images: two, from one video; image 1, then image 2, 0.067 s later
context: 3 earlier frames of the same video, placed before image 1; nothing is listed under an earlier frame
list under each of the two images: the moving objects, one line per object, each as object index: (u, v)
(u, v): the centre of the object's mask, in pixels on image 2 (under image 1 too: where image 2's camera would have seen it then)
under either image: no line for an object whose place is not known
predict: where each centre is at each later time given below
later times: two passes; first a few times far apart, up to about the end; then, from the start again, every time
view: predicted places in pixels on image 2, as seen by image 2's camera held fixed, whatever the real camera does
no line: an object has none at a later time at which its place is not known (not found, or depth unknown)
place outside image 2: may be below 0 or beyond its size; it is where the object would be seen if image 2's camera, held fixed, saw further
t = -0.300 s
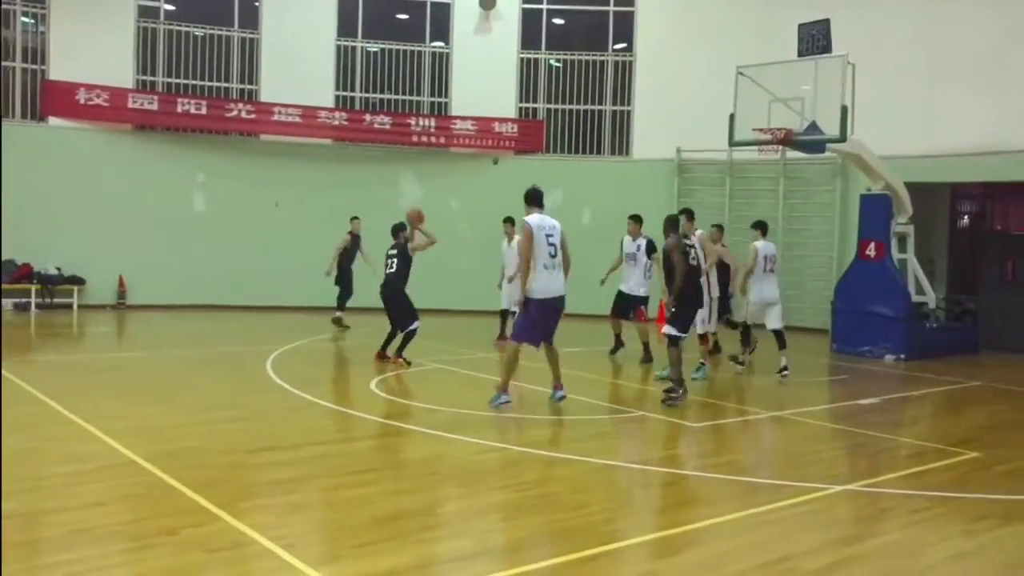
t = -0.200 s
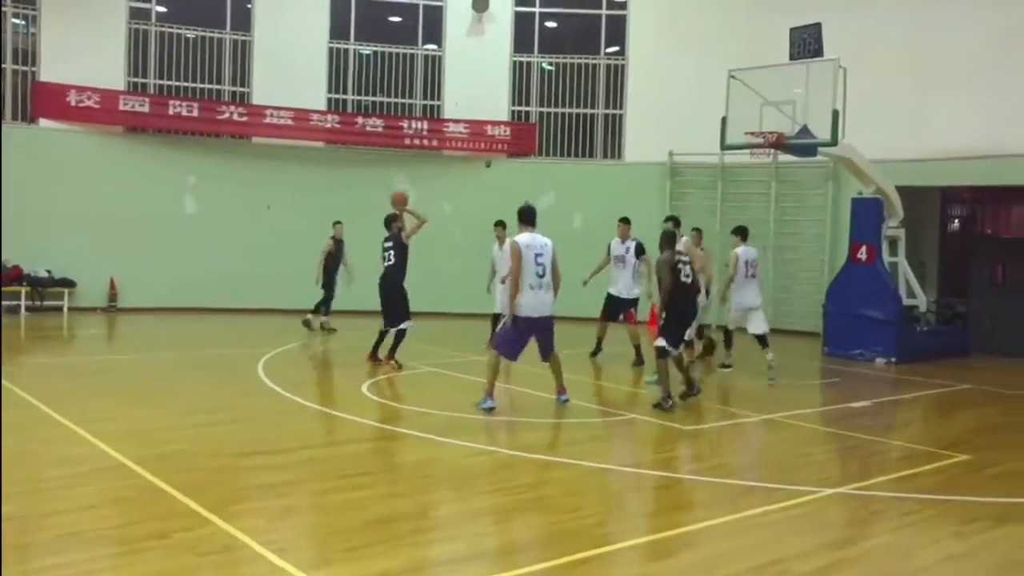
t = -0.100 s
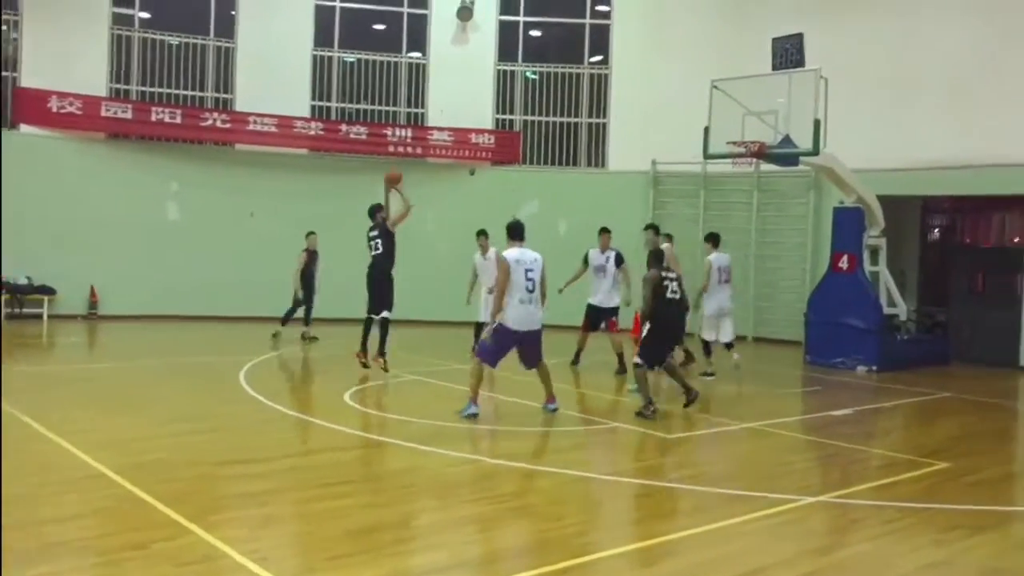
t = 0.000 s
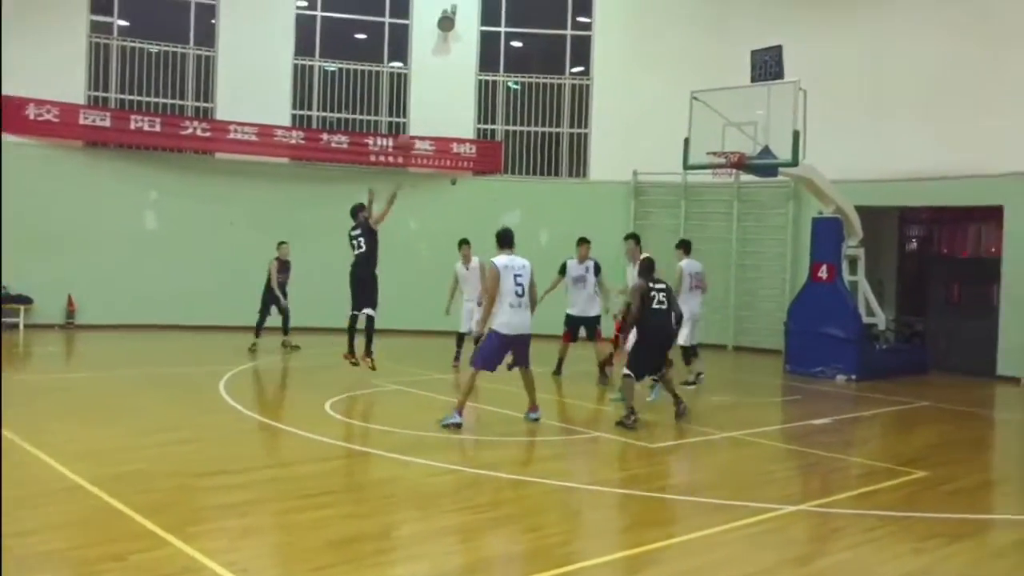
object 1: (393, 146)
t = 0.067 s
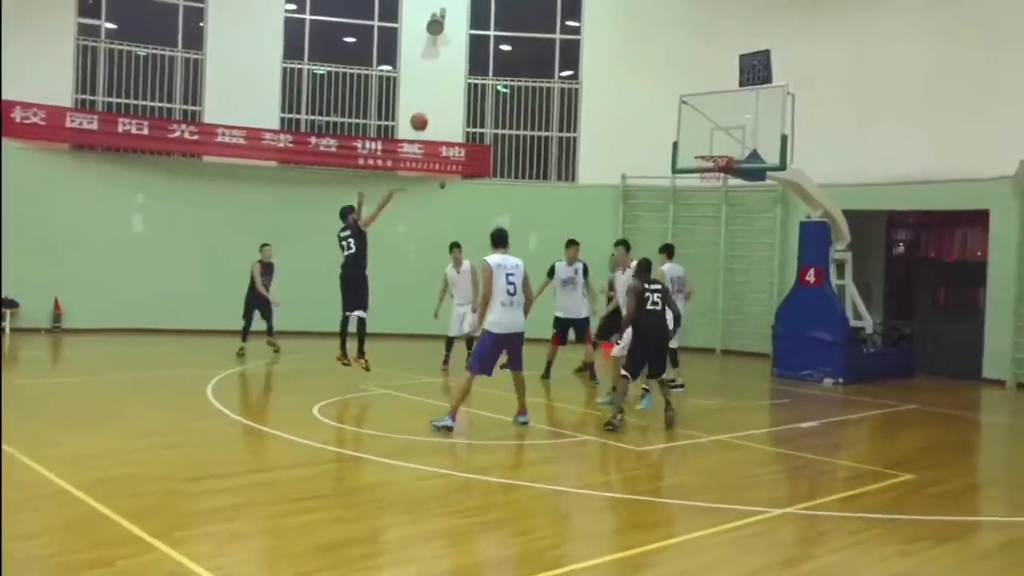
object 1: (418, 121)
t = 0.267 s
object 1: (489, 70)
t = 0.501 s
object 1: (566, 48)
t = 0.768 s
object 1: (651, 79)
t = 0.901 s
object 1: (690, 114)
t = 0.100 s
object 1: (431, 110)
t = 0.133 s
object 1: (442, 101)
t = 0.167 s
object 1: (454, 92)
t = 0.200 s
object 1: (467, 85)
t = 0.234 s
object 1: (477, 76)
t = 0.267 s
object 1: (489, 70)
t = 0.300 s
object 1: (500, 65)
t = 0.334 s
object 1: (512, 59)
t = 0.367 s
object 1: (523, 55)
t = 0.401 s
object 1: (533, 52)
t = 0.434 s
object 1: (544, 50)
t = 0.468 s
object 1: (556, 49)
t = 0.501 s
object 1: (566, 48)
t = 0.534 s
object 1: (577, 50)
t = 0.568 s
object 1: (588, 52)
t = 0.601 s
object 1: (599, 54)
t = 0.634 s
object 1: (609, 58)
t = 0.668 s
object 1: (620, 62)
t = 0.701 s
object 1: (630, 66)
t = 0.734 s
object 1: (640, 72)
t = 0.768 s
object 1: (651, 79)
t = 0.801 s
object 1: (660, 86)
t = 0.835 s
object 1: (670, 94)
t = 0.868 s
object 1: (680, 104)
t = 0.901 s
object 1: (690, 114)
